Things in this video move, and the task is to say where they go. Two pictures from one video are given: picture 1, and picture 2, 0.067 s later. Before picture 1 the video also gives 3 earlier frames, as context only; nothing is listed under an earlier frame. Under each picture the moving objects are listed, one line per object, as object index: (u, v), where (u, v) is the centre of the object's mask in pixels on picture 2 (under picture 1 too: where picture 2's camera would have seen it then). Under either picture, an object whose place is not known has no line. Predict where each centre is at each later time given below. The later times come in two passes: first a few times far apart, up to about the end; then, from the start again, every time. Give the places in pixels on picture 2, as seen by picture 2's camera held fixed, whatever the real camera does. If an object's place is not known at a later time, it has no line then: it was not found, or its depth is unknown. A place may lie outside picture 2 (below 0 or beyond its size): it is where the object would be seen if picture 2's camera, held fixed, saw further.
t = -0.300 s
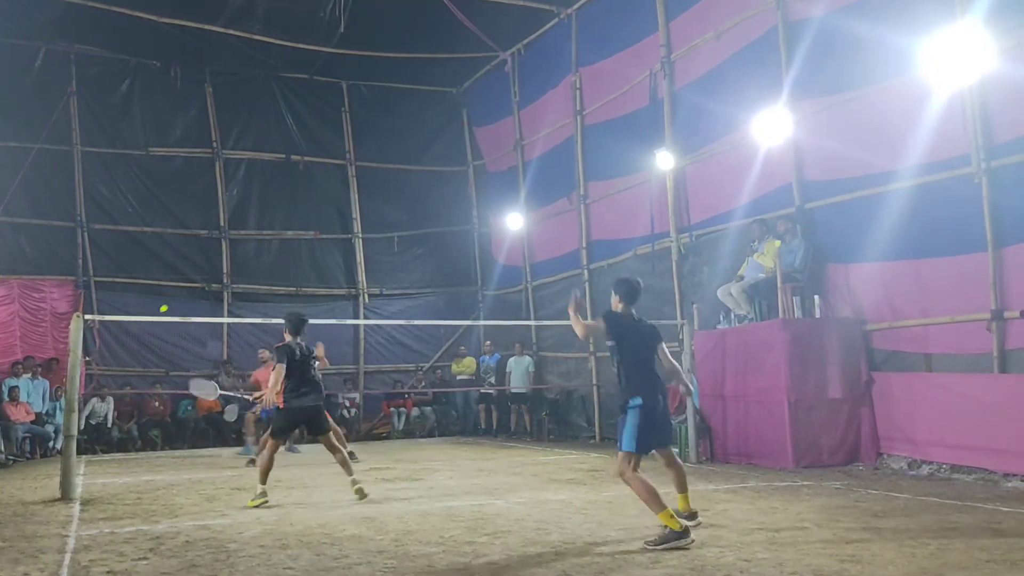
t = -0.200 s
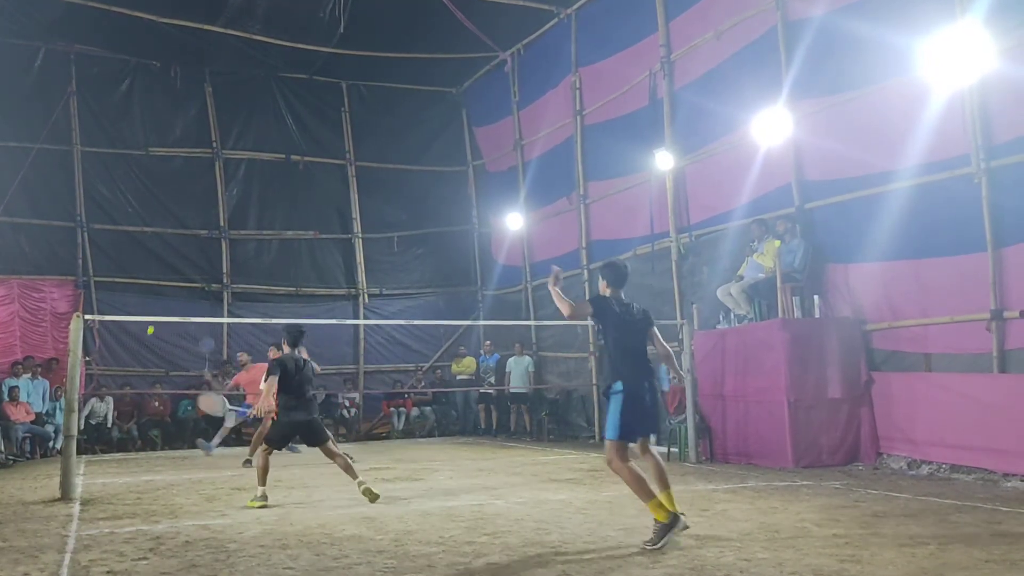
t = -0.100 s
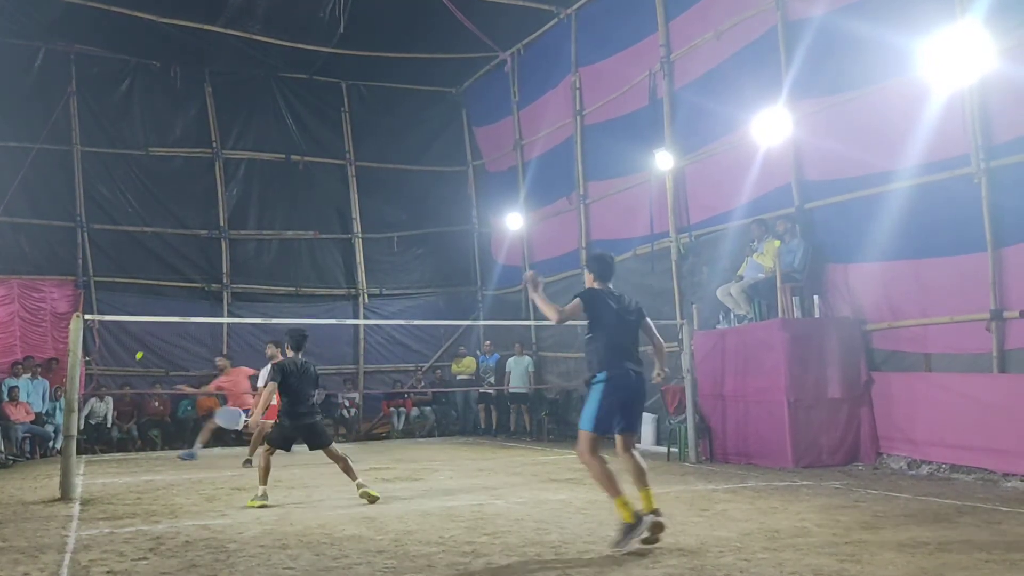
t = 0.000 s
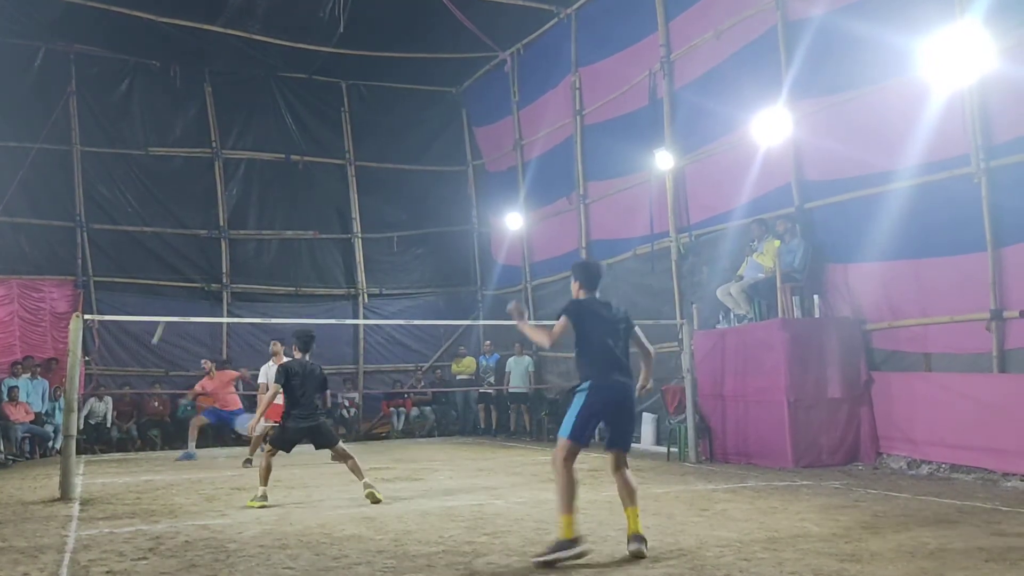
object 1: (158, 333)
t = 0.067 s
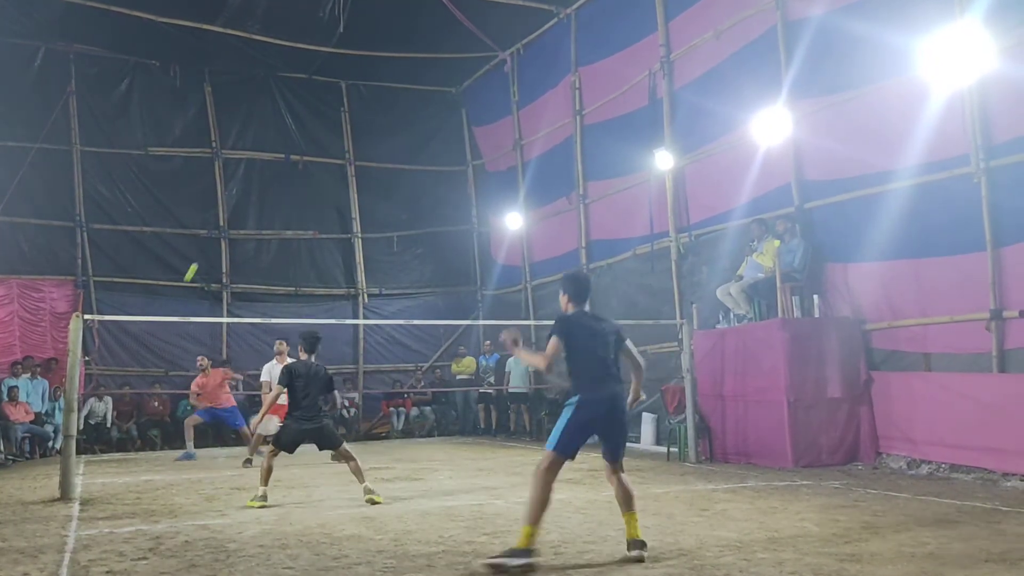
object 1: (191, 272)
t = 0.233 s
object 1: (260, 163)
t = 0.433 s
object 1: (336, 85)
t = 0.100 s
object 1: (206, 247)
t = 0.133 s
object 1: (220, 224)
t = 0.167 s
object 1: (233, 202)
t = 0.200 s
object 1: (247, 182)
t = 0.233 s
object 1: (260, 163)
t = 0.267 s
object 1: (273, 147)
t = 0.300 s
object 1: (286, 132)
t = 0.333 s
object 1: (298, 118)
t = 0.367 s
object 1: (311, 106)
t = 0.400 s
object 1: (323, 95)
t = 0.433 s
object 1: (336, 85)
